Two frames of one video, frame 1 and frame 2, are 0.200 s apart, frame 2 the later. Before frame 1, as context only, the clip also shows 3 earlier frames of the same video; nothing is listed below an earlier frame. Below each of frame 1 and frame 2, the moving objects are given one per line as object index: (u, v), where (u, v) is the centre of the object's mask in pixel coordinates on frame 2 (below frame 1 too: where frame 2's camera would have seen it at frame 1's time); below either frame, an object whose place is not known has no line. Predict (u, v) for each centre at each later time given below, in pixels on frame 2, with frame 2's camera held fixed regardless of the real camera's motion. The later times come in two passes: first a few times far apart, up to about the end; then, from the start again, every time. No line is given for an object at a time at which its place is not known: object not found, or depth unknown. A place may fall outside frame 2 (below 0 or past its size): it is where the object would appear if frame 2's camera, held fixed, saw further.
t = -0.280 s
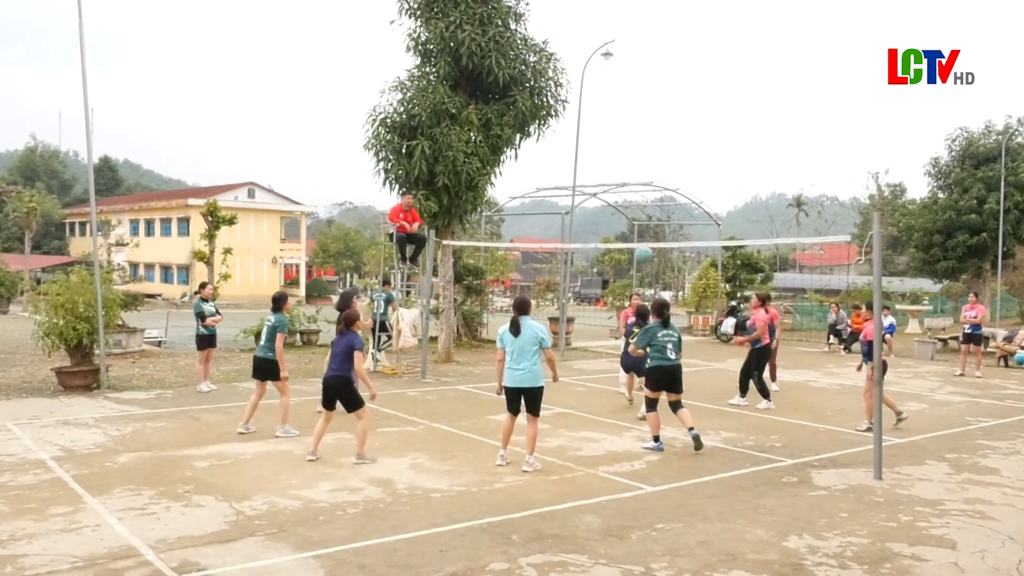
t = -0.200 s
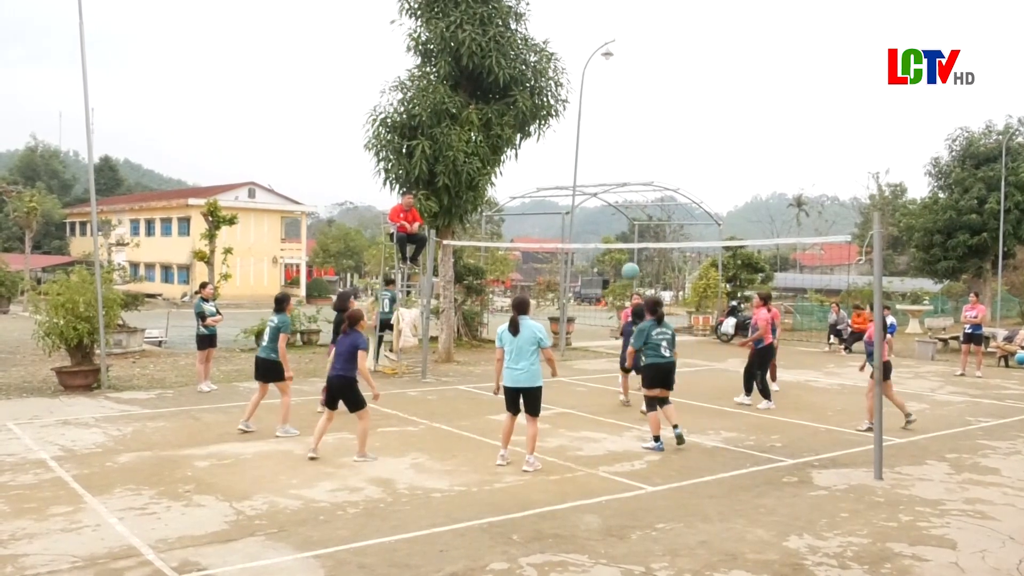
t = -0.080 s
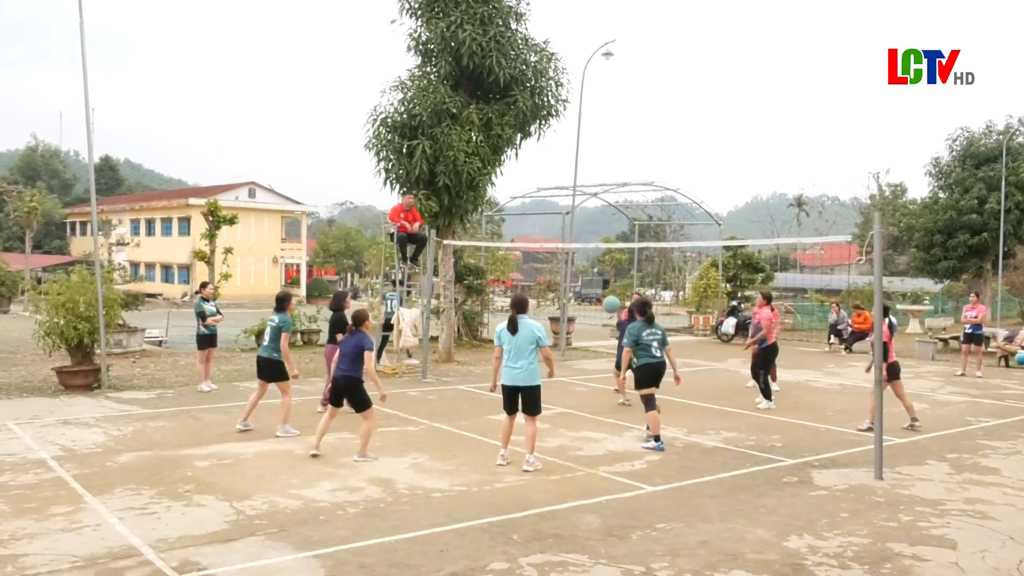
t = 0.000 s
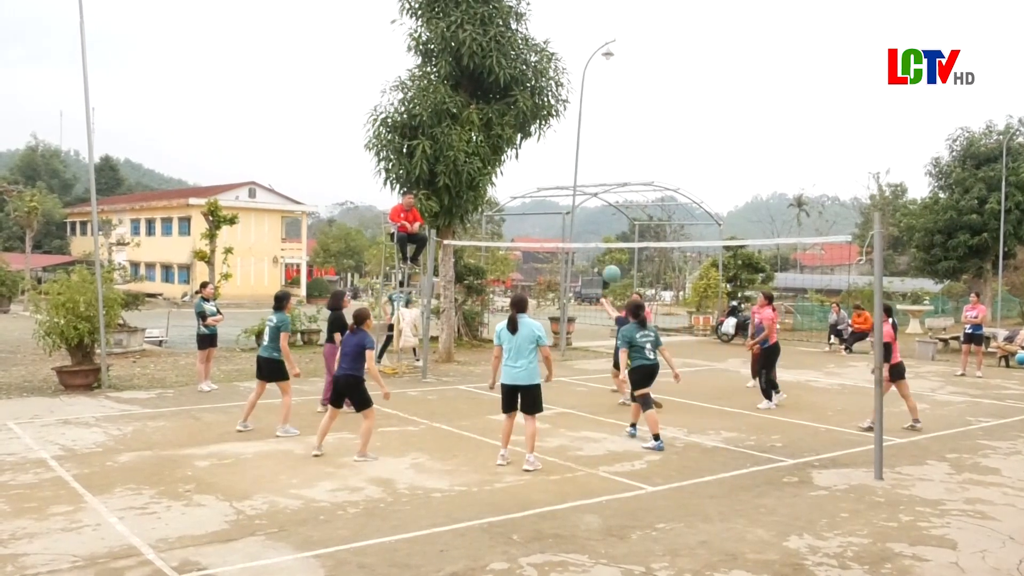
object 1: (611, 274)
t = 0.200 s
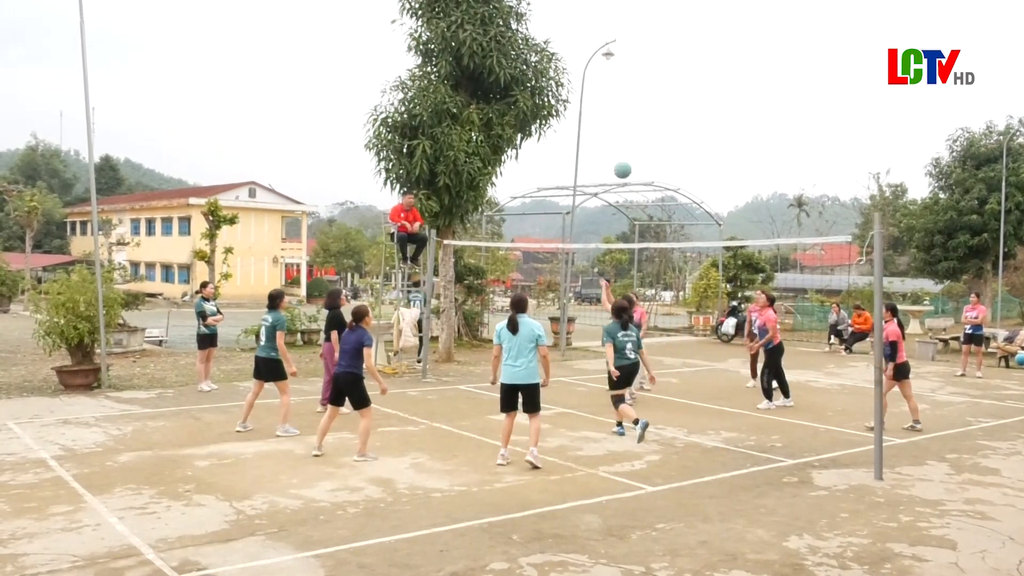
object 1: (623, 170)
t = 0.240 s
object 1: (624, 152)
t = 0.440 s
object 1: (633, 81)
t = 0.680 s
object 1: (641, 33)
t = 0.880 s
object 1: (646, 27)
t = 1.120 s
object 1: (652, 59)
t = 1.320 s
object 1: (655, 122)
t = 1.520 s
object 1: (657, 215)
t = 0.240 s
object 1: (624, 152)
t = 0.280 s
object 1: (626, 135)
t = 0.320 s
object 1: (628, 120)
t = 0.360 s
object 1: (630, 106)
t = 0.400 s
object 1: (631, 93)
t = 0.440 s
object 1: (633, 81)
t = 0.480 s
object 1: (634, 70)
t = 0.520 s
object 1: (636, 60)
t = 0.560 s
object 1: (637, 52)
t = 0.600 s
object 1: (639, 45)
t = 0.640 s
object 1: (640, 38)
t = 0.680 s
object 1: (641, 33)
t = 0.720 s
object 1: (642, 30)
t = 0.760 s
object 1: (643, 27)
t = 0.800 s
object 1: (644, 26)
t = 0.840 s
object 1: (645, 26)
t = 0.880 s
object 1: (646, 27)
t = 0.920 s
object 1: (648, 29)
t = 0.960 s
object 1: (649, 32)
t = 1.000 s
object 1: (649, 37)
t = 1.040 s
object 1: (650, 43)
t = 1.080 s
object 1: (651, 51)
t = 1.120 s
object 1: (652, 59)
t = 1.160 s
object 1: (653, 69)
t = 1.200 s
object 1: (653, 80)
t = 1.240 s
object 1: (654, 93)
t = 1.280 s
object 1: (655, 107)
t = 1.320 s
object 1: (655, 122)
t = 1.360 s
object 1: (656, 138)
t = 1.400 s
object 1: (656, 156)
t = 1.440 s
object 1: (657, 175)
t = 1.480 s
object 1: (657, 195)
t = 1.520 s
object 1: (657, 215)
